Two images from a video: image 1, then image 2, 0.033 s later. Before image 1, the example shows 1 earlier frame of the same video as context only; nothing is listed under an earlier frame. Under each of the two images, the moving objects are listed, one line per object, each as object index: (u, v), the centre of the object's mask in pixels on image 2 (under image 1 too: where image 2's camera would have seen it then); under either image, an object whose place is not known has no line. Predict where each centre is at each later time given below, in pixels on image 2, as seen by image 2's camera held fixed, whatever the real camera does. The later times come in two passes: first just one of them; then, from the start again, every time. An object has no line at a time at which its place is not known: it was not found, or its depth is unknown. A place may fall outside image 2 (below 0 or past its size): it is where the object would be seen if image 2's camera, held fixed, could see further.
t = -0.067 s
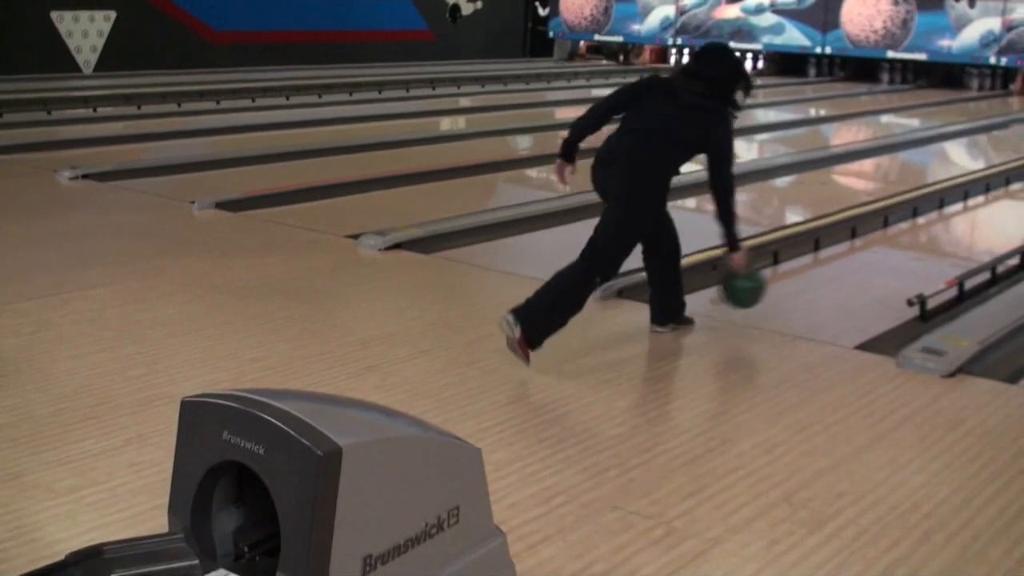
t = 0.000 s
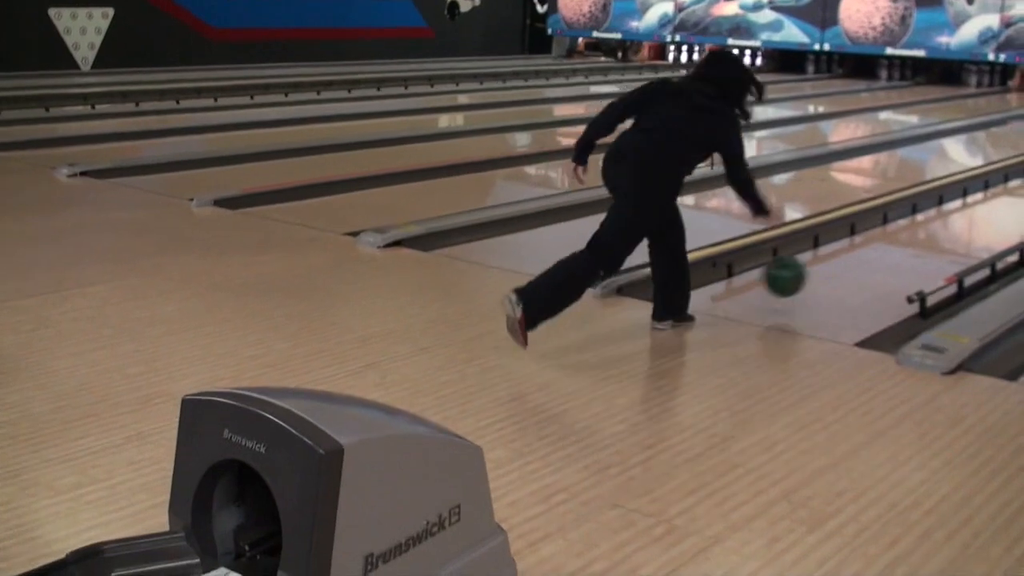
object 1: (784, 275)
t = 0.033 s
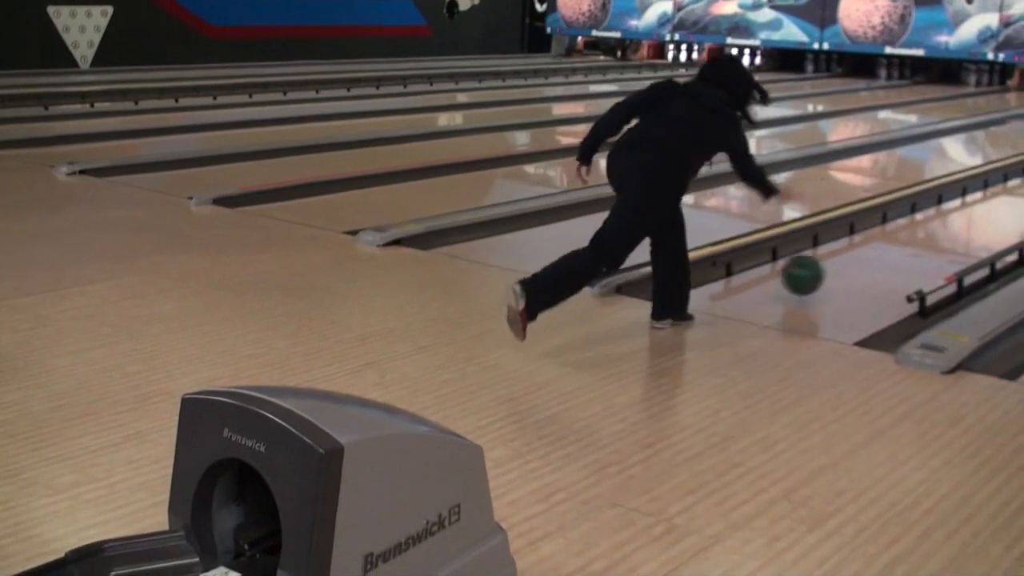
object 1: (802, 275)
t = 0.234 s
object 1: (896, 243)
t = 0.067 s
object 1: (820, 274)
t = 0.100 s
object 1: (838, 265)
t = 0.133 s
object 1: (854, 259)
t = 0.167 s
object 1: (870, 253)
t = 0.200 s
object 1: (884, 248)
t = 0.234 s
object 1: (896, 243)
